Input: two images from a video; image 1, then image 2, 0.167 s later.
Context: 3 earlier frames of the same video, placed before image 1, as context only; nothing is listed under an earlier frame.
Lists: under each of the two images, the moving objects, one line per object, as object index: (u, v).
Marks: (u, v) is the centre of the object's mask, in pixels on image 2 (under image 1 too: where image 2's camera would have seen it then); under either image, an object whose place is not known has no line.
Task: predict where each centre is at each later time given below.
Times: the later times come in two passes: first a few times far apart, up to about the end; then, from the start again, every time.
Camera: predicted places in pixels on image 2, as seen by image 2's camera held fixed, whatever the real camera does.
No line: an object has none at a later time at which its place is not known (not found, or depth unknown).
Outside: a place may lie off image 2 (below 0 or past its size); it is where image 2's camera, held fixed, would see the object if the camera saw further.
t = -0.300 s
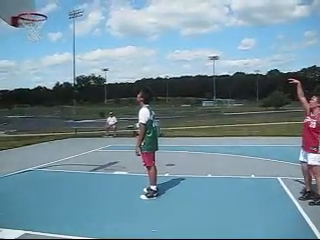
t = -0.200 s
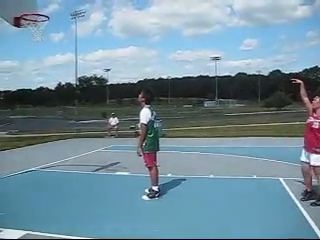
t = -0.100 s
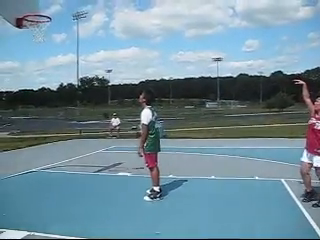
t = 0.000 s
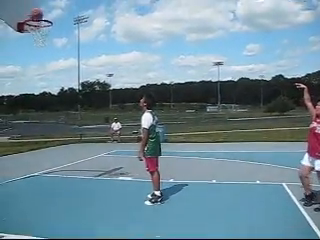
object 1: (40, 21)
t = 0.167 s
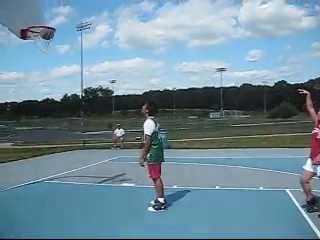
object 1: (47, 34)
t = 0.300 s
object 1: (37, 38)
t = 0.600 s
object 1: (39, 63)
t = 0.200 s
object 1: (46, 34)
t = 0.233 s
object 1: (42, 36)
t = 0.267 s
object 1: (39, 37)
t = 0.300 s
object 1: (37, 38)
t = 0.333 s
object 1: (33, 39)
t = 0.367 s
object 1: (33, 40)
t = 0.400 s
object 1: (33, 41)
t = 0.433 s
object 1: (34, 43)
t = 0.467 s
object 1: (35, 45)
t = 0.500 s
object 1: (36, 49)
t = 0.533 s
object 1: (37, 53)
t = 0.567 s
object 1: (38, 58)
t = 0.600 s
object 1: (39, 63)
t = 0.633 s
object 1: (40, 69)
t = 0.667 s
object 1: (41, 75)
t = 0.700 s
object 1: (42, 82)
